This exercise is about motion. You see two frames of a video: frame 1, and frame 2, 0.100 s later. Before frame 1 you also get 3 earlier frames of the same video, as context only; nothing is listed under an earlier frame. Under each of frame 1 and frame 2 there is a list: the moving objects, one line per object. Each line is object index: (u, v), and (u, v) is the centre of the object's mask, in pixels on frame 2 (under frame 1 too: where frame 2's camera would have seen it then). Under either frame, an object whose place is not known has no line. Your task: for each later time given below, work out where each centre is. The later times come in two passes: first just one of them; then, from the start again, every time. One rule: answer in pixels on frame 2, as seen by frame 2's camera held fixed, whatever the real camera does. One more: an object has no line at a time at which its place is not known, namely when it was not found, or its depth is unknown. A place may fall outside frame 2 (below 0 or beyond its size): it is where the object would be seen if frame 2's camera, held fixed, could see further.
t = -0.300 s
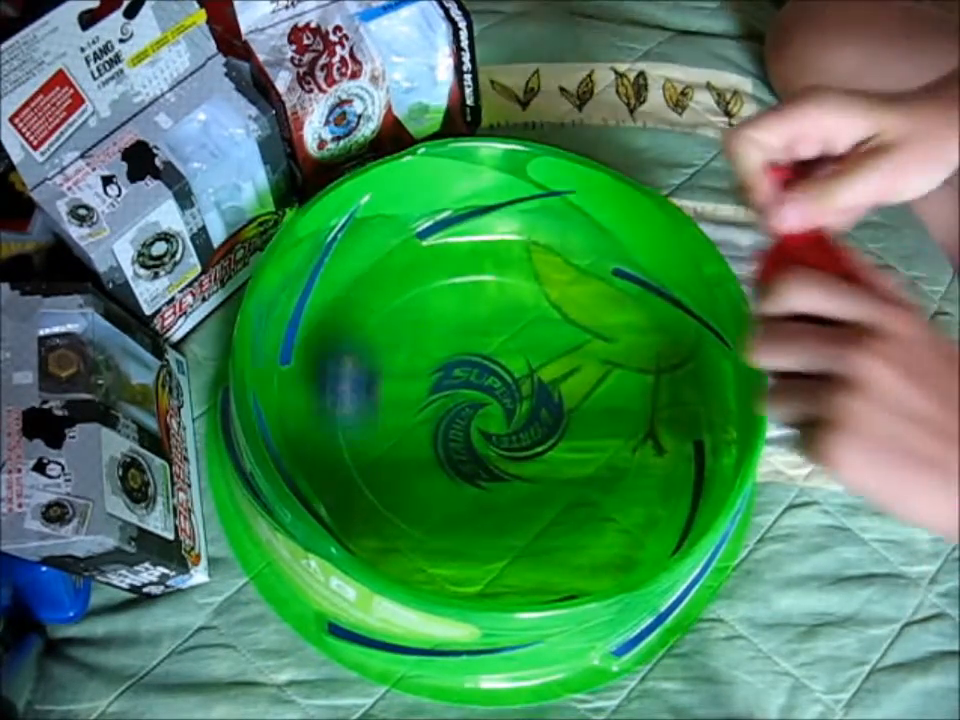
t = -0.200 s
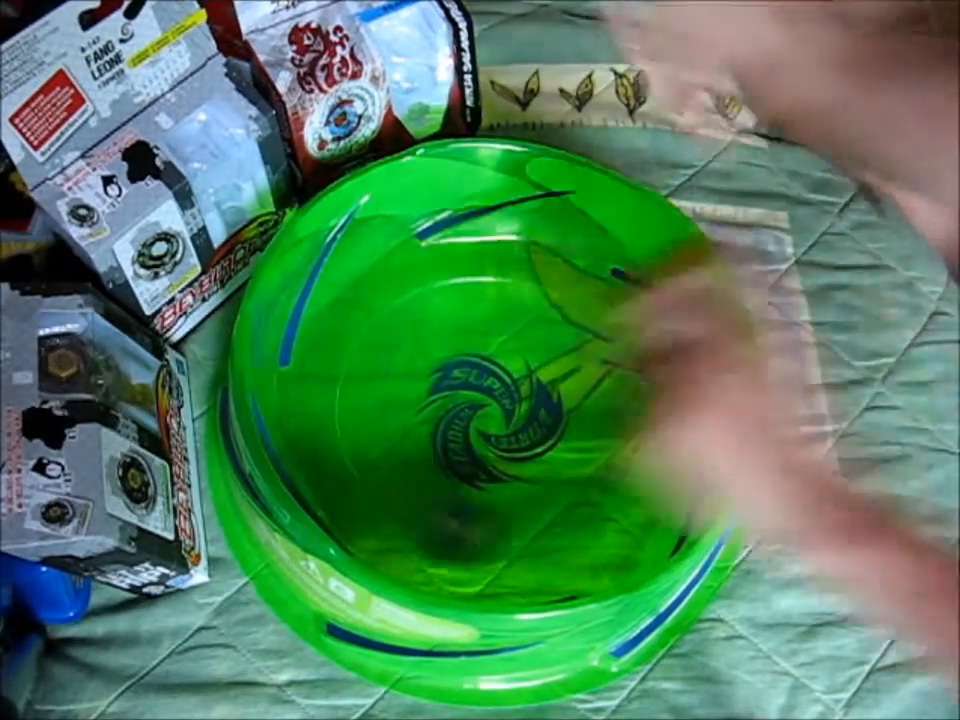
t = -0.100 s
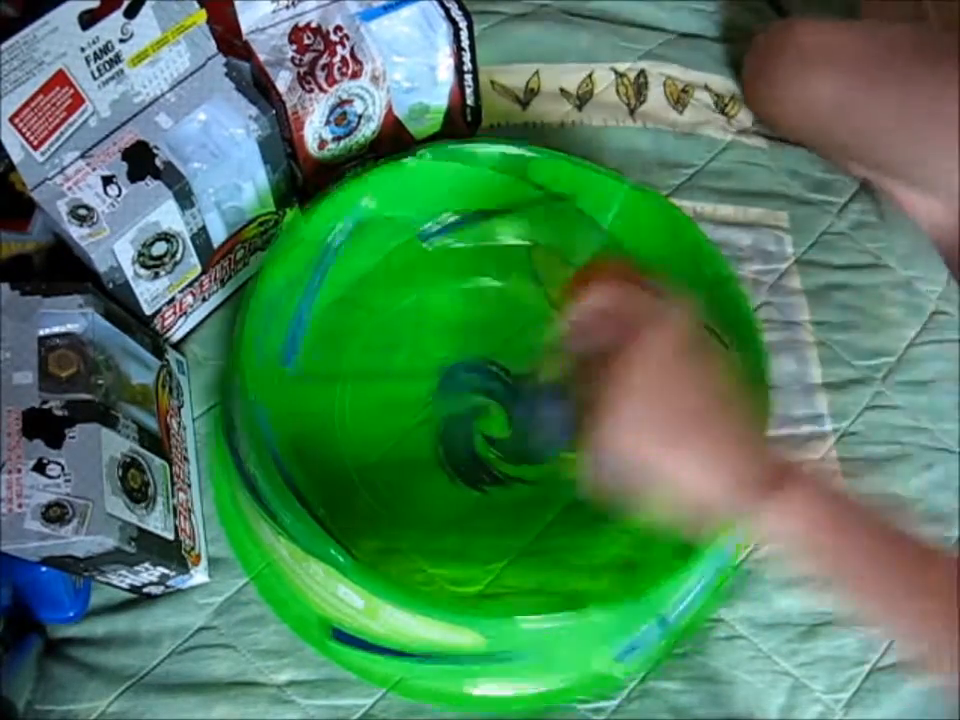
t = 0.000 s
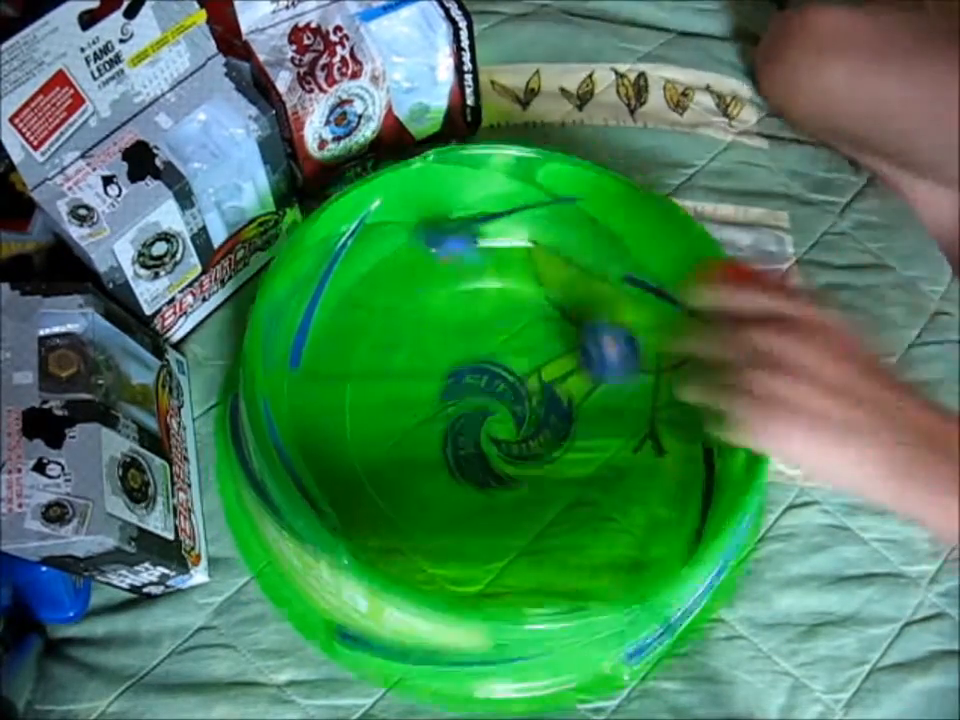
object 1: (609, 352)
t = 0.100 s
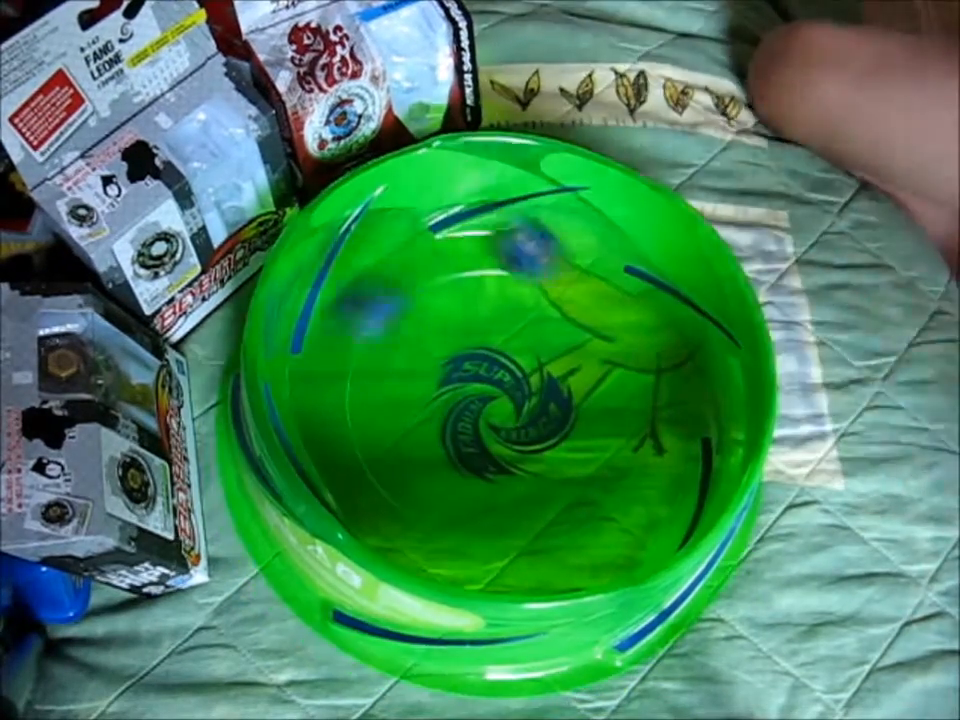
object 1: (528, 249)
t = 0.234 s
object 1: (417, 257)
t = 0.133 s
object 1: (498, 237)
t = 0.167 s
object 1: (469, 240)
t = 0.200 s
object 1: (441, 244)
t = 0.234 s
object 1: (417, 257)
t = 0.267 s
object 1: (395, 270)
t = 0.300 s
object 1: (373, 287)
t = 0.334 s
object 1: (353, 307)
